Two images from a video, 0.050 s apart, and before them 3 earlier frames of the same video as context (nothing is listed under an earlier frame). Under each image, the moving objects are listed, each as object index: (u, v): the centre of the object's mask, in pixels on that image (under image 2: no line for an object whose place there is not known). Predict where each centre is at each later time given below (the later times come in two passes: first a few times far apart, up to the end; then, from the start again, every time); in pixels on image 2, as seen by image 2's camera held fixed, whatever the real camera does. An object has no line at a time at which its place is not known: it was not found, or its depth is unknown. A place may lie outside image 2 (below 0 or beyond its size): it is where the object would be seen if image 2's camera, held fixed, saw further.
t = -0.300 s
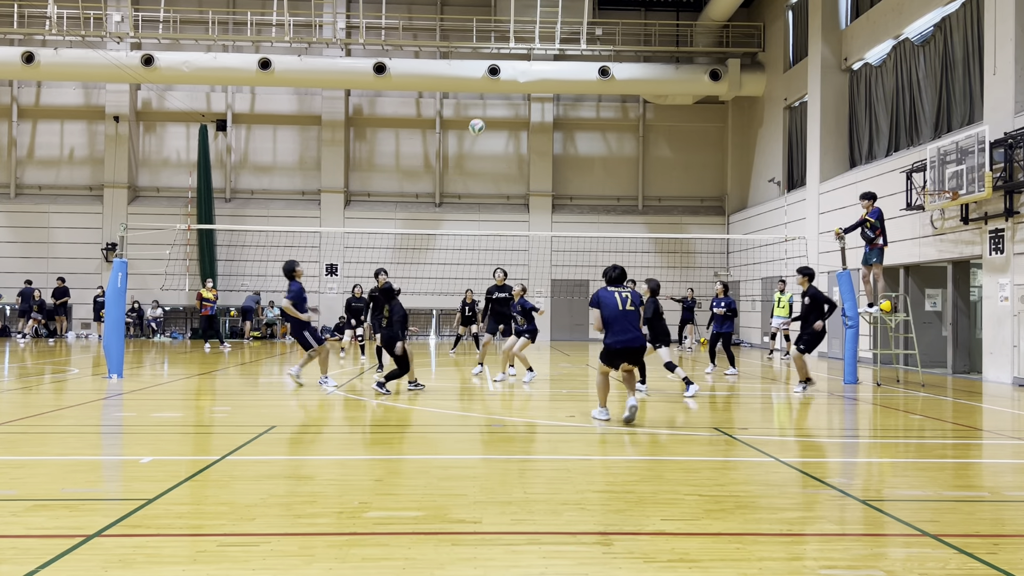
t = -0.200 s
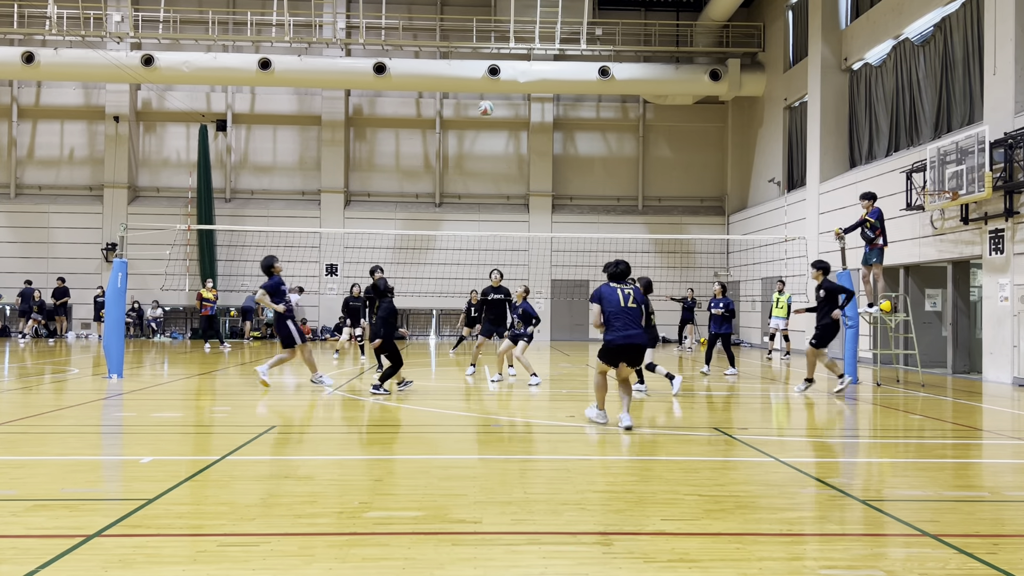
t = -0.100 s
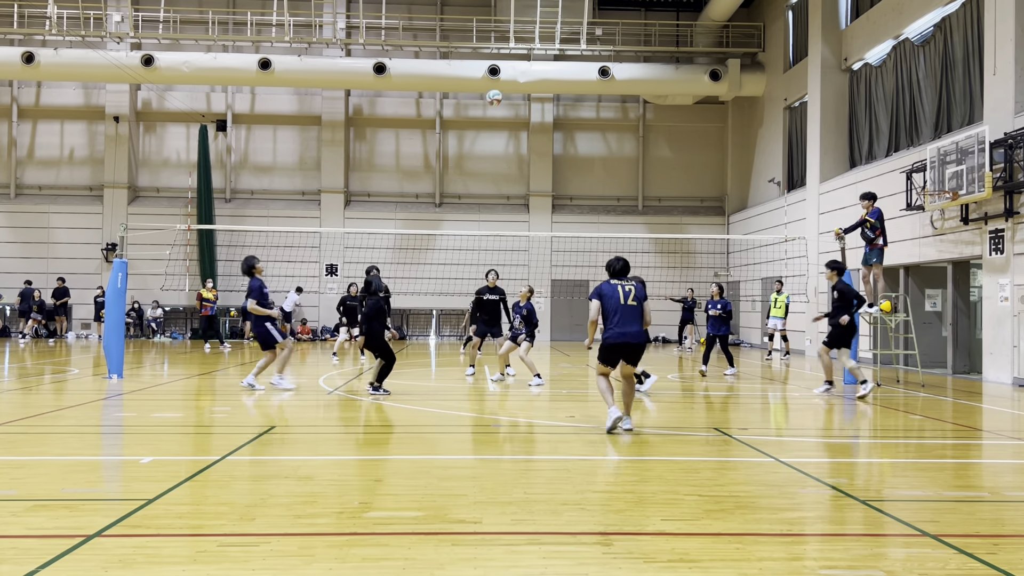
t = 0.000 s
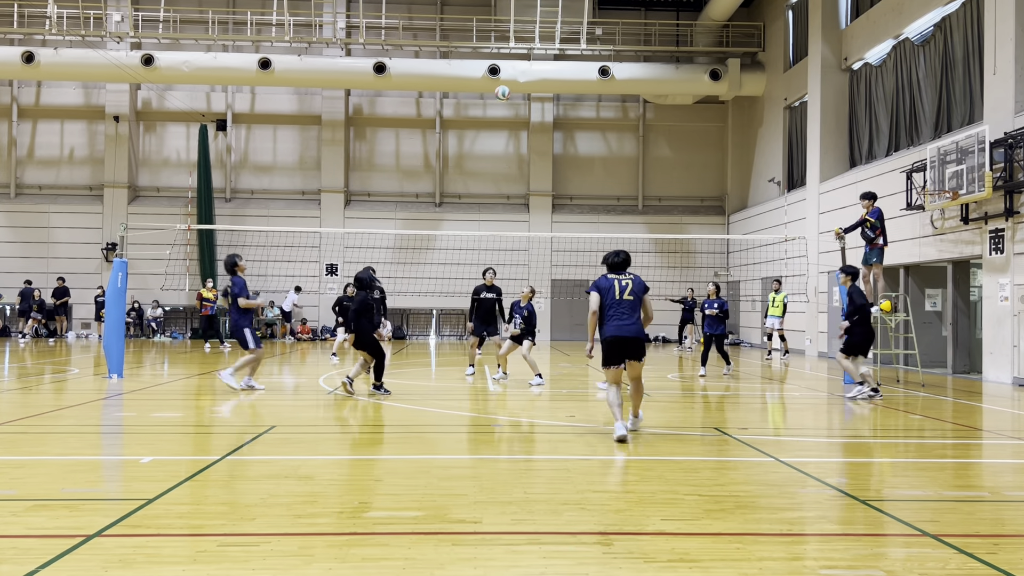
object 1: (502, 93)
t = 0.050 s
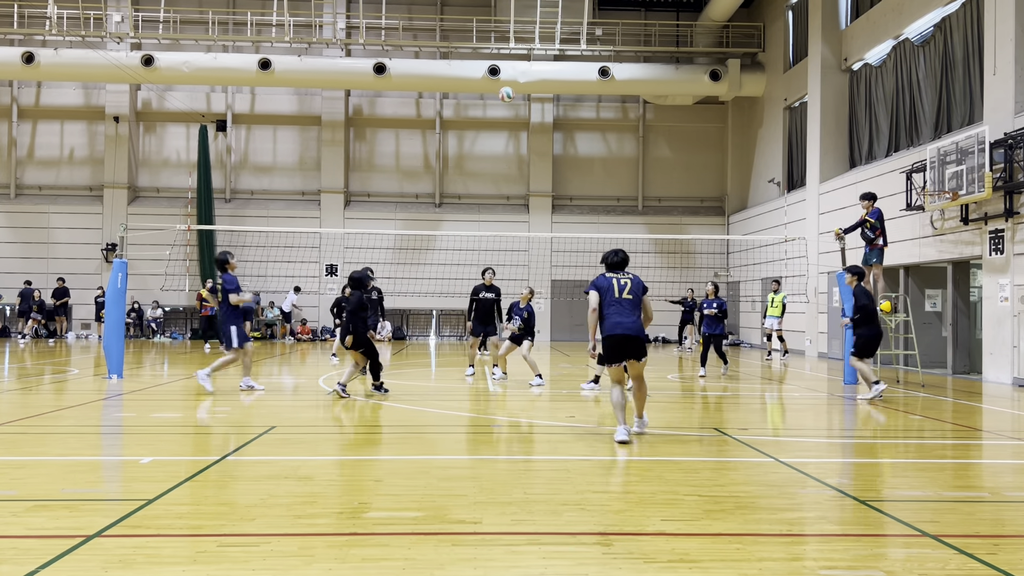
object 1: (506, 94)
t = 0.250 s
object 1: (523, 115)
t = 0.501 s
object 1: (541, 178)
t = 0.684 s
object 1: (555, 251)
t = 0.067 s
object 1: (508, 95)
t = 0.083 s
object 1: (509, 96)
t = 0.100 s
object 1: (511, 97)
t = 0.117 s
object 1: (512, 98)
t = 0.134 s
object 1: (513, 100)
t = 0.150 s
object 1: (515, 101)
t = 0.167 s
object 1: (516, 103)
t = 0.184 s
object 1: (518, 105)
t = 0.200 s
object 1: (519, 107)
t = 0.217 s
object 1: (520, 109)
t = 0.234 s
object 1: (522, 112)
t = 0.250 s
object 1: (523, 115)
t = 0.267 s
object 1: (524, 118)
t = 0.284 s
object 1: (525, 121)
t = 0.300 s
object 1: (526, 124)
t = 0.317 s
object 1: (528, 127)
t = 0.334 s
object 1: (529, 131)
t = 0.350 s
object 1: (530, 135)
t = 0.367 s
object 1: (531, 140)
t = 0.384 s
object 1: (533, 144)
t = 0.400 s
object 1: (534, 148)
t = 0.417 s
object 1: (535, 153)
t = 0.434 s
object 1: (537, 158)
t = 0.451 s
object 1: (538, 163)
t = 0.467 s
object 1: (539, 168)
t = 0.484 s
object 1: (540, 174)
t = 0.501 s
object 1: (541, 178)
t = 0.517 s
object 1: (542, 183)
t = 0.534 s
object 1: (544, 190)
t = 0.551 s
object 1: (545, 196)
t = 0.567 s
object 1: (547, 202)
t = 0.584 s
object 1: (548, 209)
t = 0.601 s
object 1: (549, 215)
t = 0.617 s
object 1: (550, 222)
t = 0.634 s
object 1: (552, 229)
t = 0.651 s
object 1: (553, 235)
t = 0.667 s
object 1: (554, 242)
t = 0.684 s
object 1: (555, 251)
